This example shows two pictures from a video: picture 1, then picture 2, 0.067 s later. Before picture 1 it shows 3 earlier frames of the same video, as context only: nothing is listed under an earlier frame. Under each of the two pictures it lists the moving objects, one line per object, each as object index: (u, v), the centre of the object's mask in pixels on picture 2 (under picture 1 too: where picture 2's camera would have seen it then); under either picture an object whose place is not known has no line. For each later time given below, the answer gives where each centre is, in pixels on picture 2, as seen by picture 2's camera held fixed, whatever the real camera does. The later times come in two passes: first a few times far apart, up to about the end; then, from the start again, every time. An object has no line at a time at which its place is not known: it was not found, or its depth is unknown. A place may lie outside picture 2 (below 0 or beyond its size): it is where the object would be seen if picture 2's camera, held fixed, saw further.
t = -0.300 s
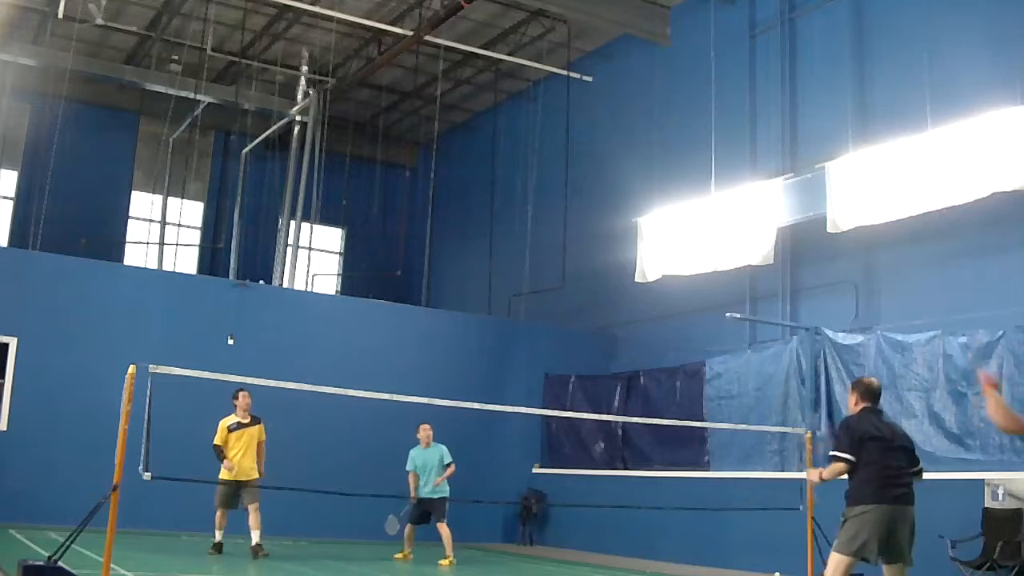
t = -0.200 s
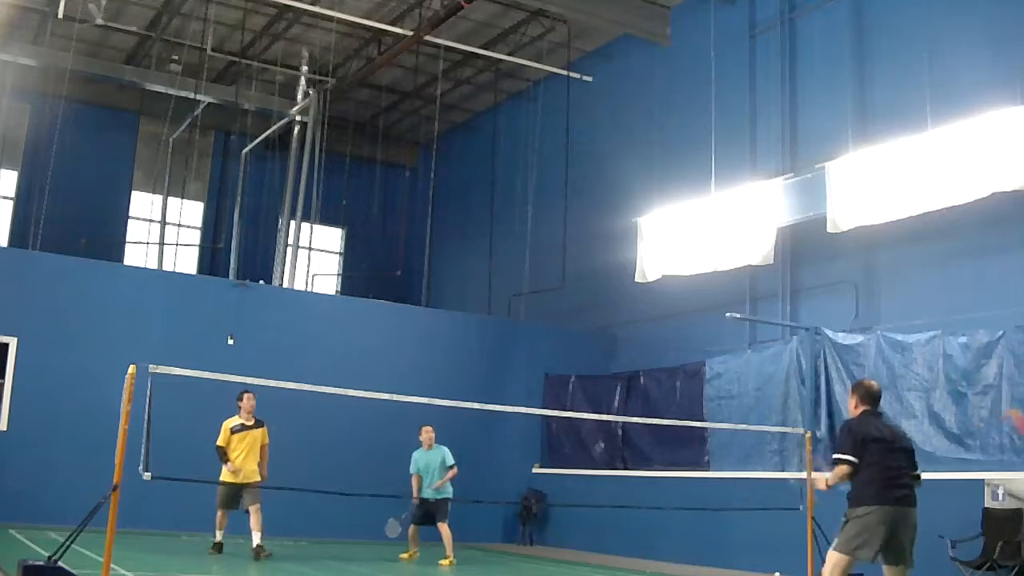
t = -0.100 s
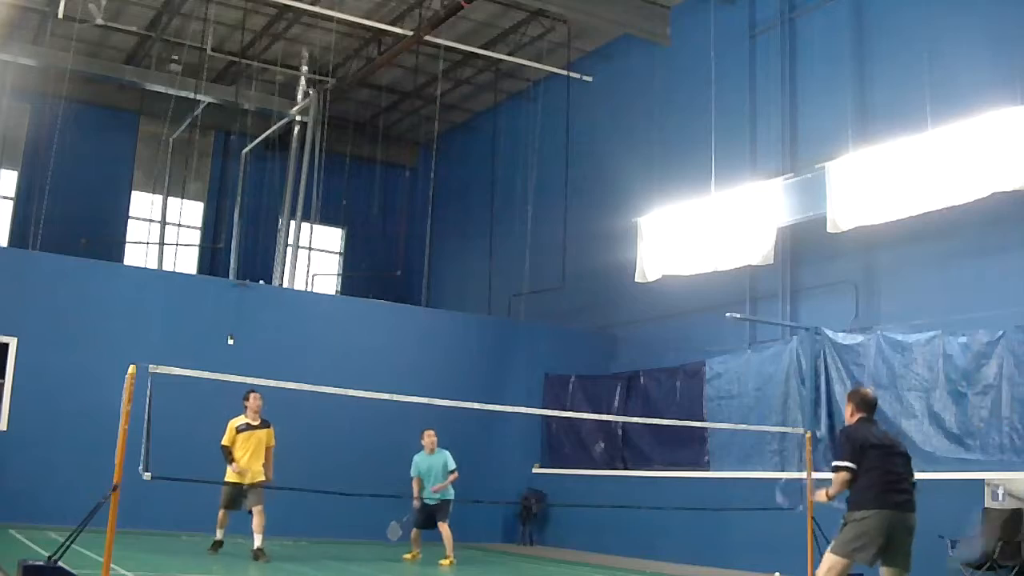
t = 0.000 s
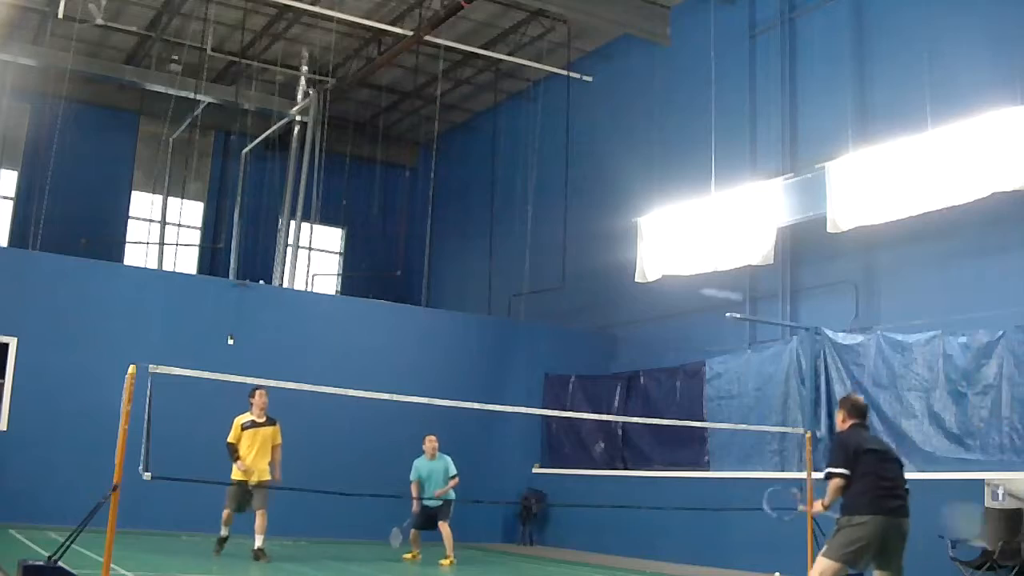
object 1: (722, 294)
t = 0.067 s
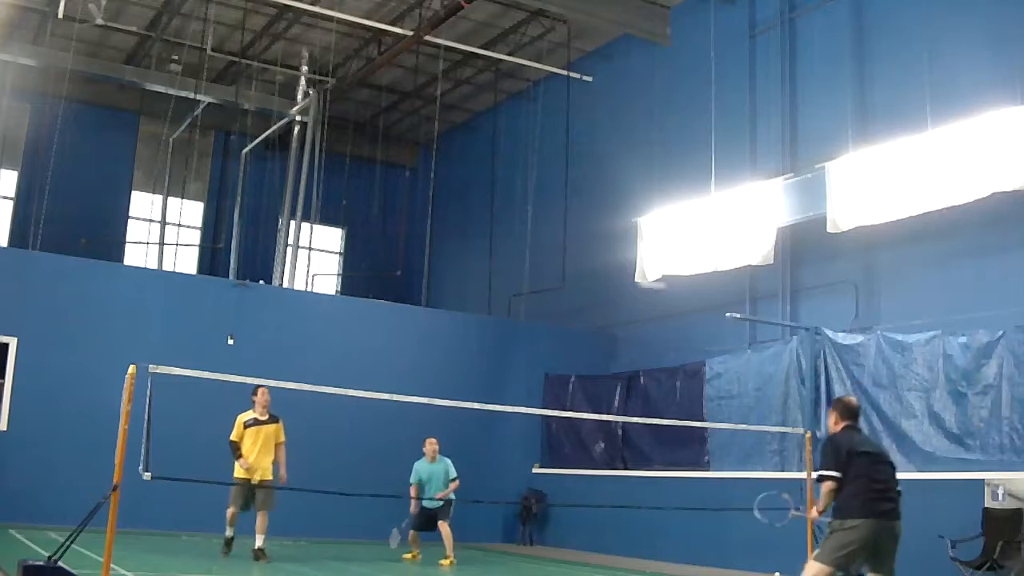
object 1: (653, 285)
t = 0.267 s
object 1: (545, 289)
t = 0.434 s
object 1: (498, 314)
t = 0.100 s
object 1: (626, 283)
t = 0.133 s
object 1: (604, 282)
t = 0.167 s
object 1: (587, 282)
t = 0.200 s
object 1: (571, 284)
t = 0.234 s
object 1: (557, 286)
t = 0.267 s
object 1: (545, 289)
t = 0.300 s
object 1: (533, 293)
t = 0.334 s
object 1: (523, 298)
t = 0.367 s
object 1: (514, 302)
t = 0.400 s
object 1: (505, 307)
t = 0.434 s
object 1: (498, 314)
